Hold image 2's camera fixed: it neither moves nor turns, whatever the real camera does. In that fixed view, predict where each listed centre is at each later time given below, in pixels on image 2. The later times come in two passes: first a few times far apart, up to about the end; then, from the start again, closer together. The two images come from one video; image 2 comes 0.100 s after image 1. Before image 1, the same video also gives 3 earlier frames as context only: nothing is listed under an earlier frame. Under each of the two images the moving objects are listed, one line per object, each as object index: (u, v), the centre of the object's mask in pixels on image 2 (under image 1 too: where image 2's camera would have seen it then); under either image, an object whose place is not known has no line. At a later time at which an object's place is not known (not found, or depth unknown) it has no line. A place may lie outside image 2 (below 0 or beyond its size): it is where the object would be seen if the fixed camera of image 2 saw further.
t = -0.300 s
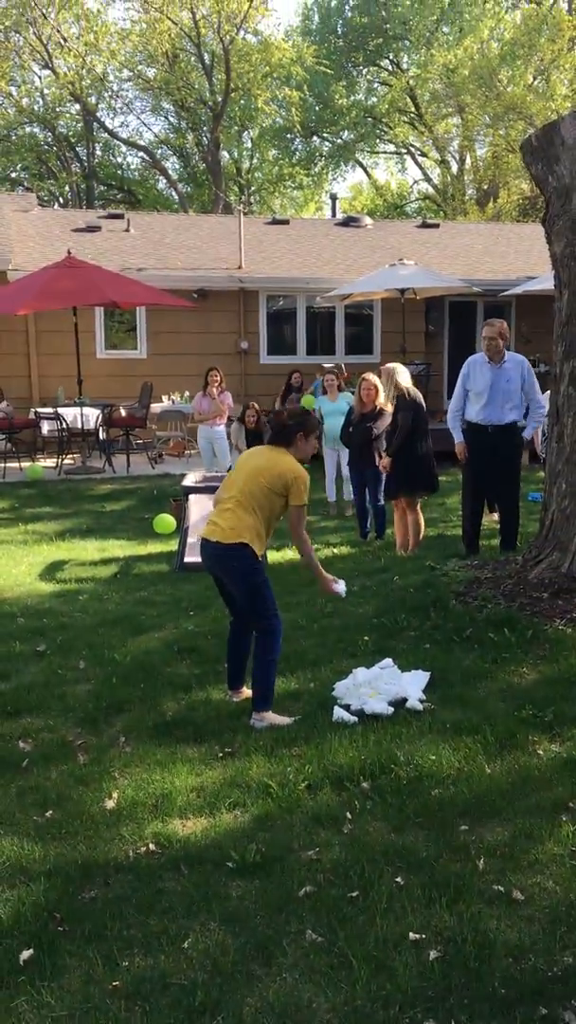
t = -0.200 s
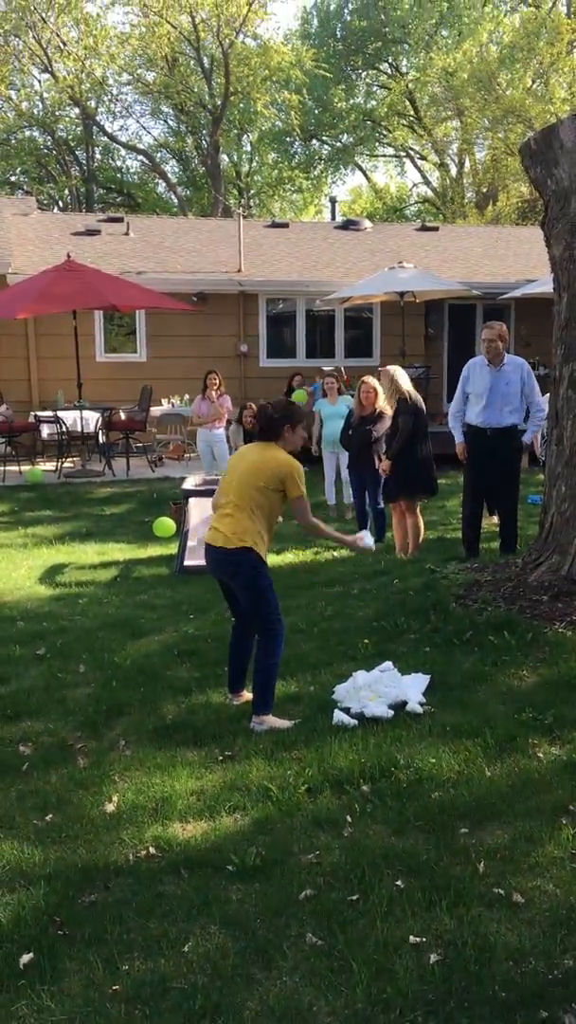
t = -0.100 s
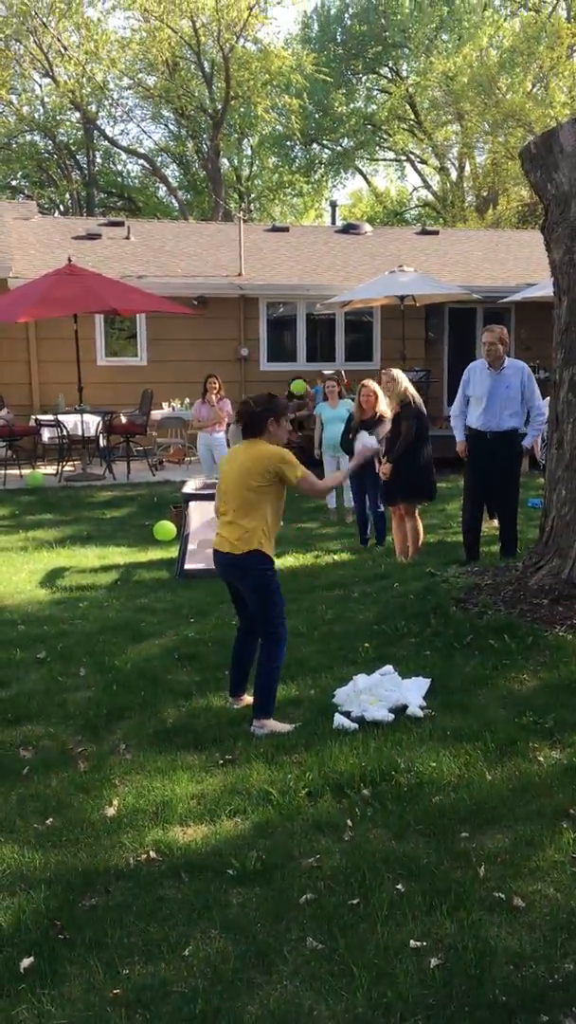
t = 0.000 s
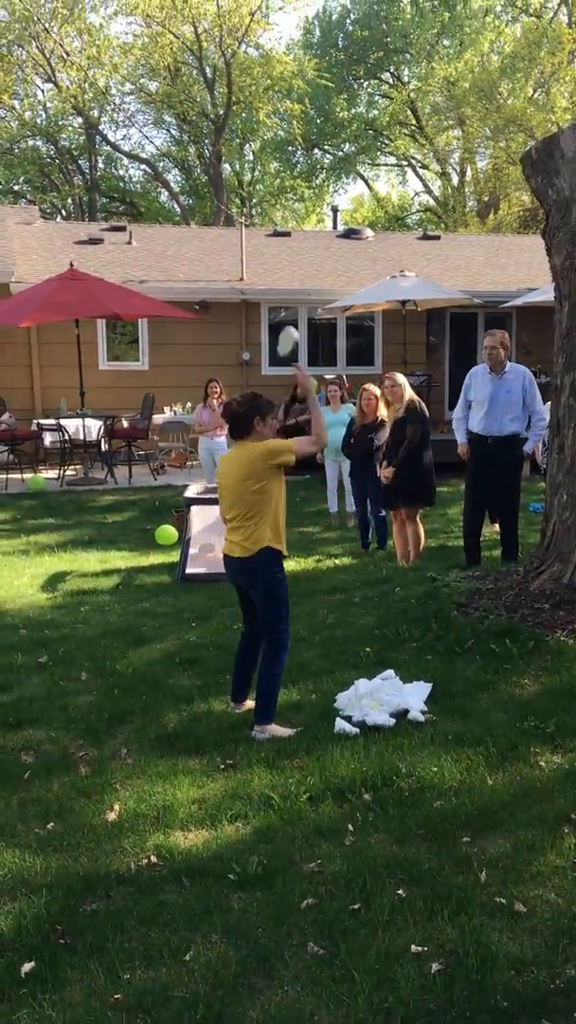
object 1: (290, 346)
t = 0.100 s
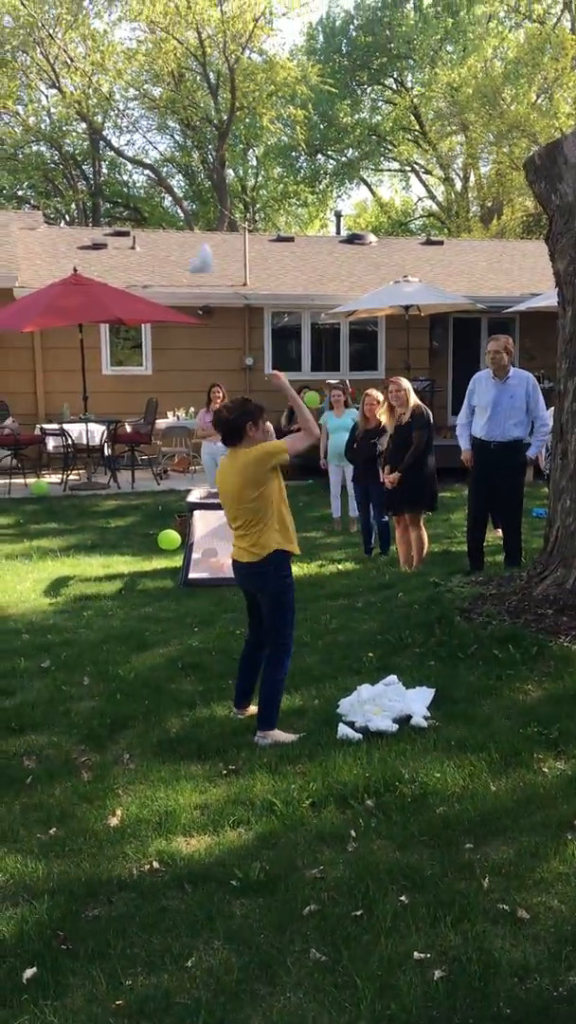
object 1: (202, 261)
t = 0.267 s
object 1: (65, 175)
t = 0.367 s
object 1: (-13, 161)
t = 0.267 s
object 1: (65, 175)
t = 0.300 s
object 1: (37, 167)
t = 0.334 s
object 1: (10, 162)
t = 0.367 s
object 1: (-13, 161)
